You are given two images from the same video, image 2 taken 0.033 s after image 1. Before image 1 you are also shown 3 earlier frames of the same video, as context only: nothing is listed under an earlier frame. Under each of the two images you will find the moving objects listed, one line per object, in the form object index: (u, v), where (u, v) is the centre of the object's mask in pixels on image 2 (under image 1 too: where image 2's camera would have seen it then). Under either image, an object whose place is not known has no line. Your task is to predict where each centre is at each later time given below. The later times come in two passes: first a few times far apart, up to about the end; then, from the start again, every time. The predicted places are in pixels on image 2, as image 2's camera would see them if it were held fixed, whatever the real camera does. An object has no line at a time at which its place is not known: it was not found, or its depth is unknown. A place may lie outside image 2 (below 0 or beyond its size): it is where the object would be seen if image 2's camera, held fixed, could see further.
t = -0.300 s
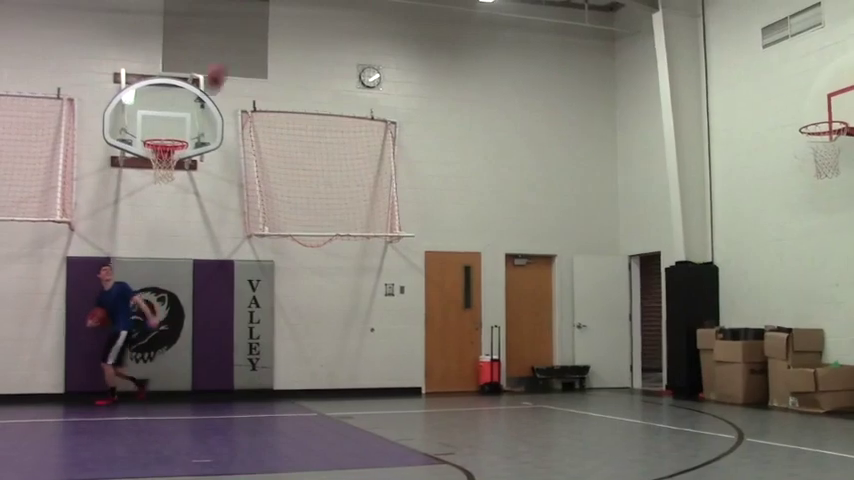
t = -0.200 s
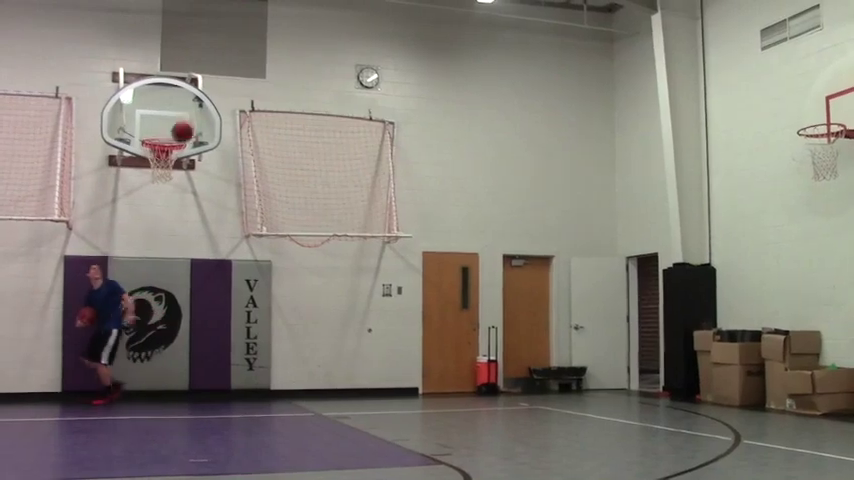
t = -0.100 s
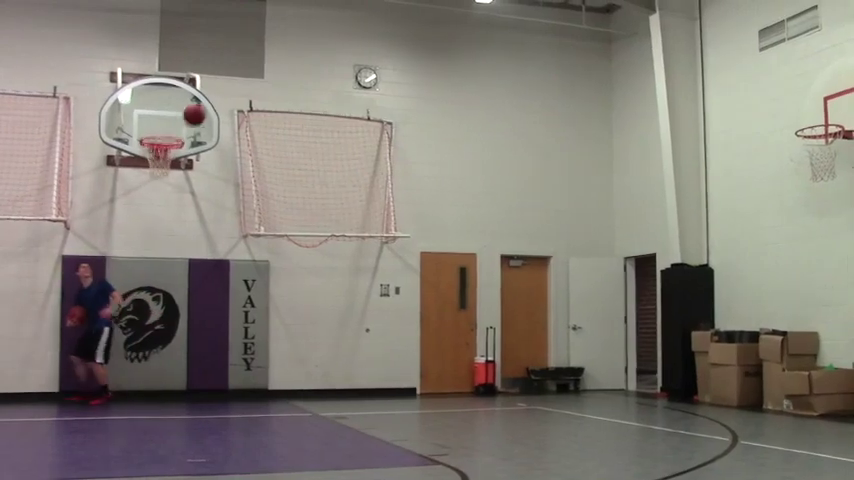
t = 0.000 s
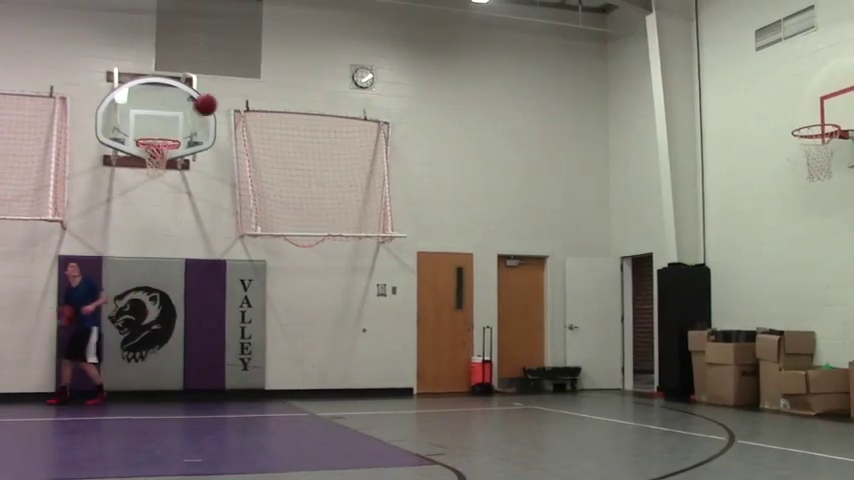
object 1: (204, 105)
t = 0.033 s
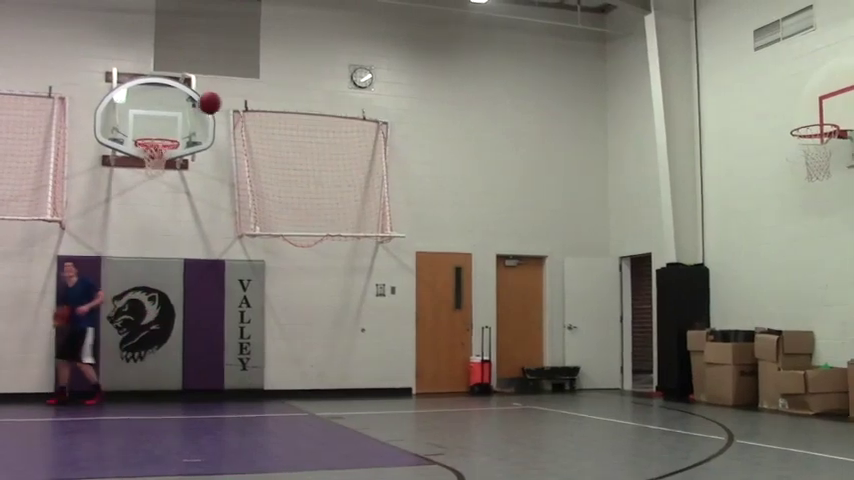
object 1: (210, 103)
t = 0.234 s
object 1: (240, 114)
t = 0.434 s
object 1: (274, 167)
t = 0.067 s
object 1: (214, 102)
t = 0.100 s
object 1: (220, 102)
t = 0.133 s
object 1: (224, 104)
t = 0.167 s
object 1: (230, 106)
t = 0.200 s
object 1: (236, 109)
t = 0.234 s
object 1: (240, 114)
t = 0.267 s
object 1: (246, 120)
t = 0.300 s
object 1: (252, 127)
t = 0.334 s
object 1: (257, 135)
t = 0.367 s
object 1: (262, 144)
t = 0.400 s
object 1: (268, 154)
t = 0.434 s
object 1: (274, 167)
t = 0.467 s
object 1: (279, 180)
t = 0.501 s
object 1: (285, 195)
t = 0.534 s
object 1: (291, 211)
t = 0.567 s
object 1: (296, 227)
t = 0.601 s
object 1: (302, 249)
